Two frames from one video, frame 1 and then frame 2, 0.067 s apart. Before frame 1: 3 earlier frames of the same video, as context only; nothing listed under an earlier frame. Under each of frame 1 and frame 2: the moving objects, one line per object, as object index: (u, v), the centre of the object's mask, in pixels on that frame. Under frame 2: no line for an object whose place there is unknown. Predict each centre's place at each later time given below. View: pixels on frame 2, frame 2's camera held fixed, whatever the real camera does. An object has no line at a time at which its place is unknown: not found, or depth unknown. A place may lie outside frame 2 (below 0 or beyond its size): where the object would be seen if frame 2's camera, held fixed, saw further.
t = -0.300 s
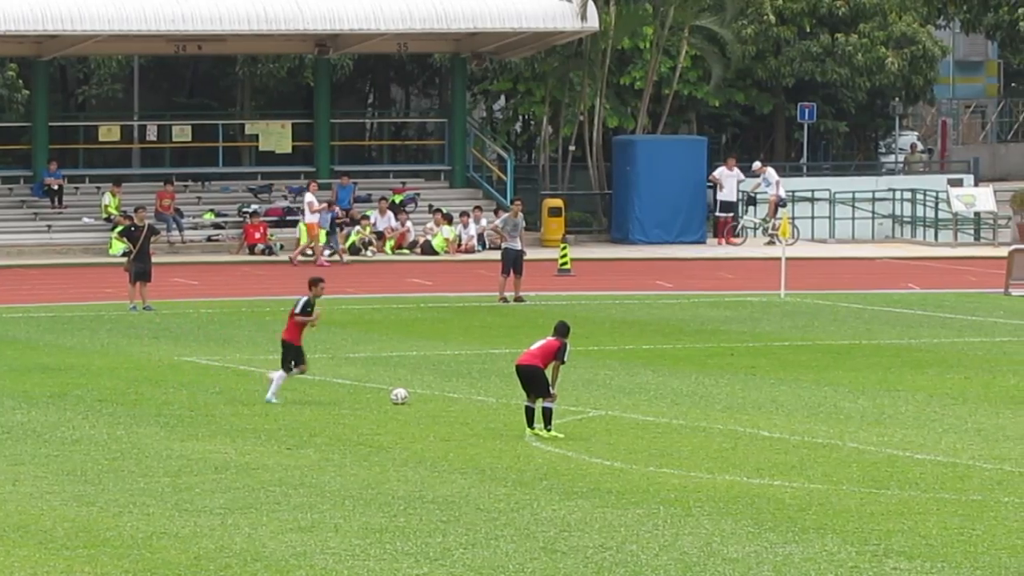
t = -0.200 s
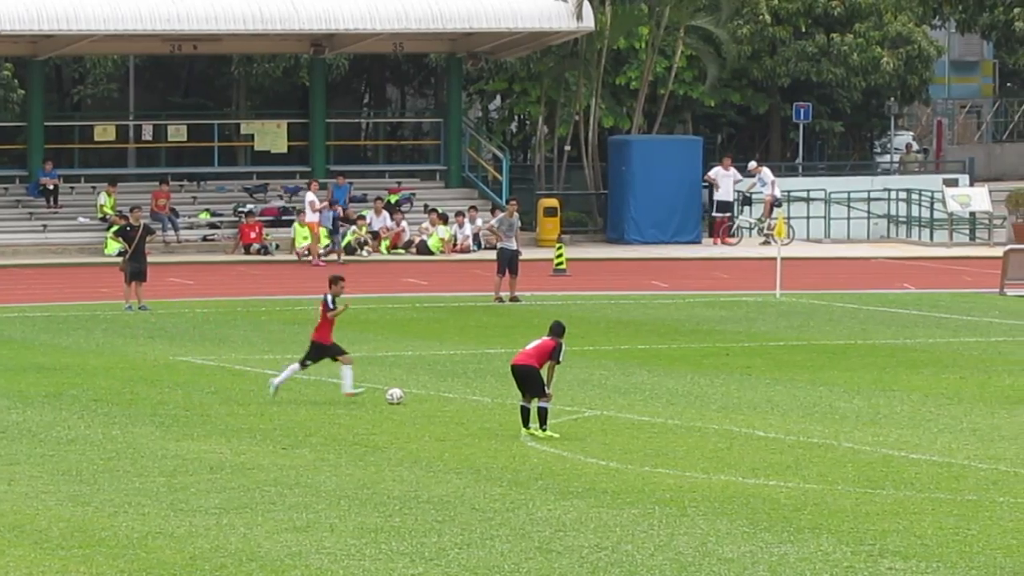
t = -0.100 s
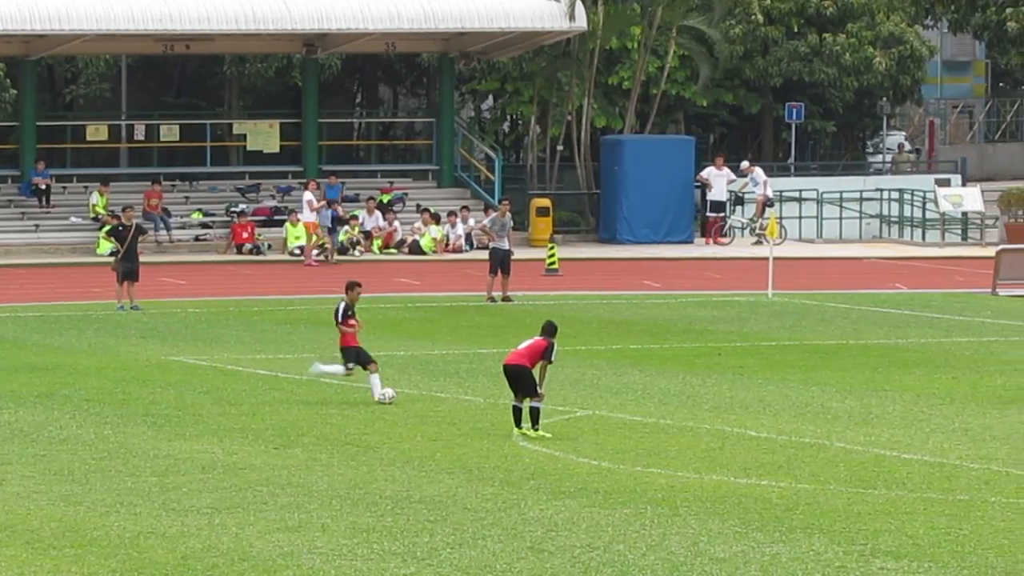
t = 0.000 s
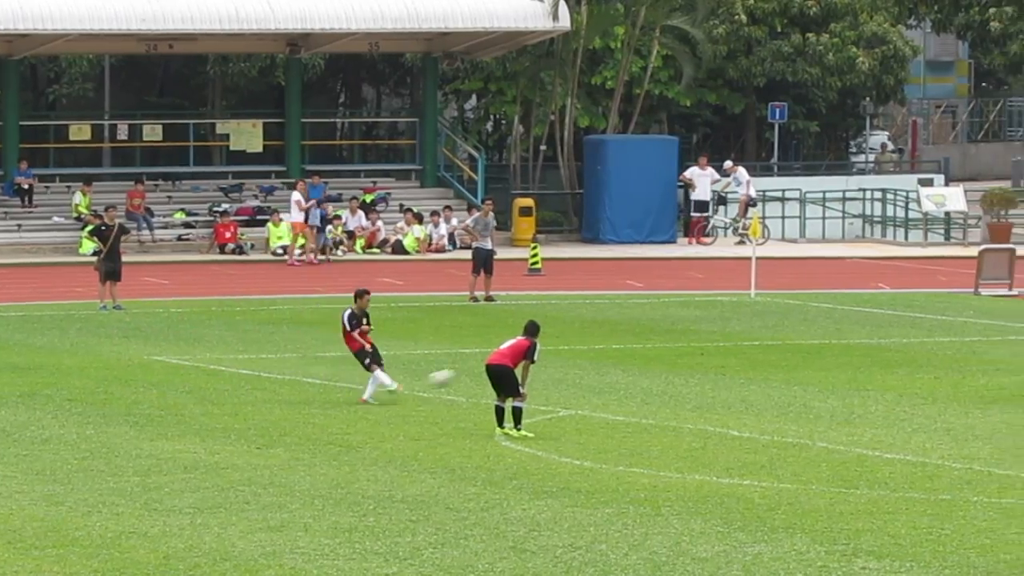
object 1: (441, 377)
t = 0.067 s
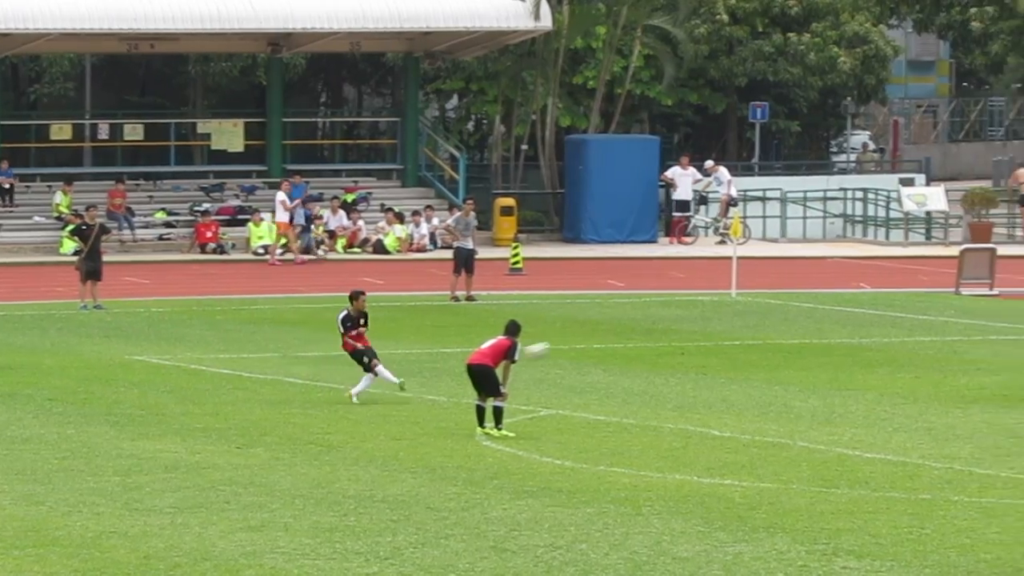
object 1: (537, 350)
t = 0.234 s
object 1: (815, 293)
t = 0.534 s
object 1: (1306, 230)
